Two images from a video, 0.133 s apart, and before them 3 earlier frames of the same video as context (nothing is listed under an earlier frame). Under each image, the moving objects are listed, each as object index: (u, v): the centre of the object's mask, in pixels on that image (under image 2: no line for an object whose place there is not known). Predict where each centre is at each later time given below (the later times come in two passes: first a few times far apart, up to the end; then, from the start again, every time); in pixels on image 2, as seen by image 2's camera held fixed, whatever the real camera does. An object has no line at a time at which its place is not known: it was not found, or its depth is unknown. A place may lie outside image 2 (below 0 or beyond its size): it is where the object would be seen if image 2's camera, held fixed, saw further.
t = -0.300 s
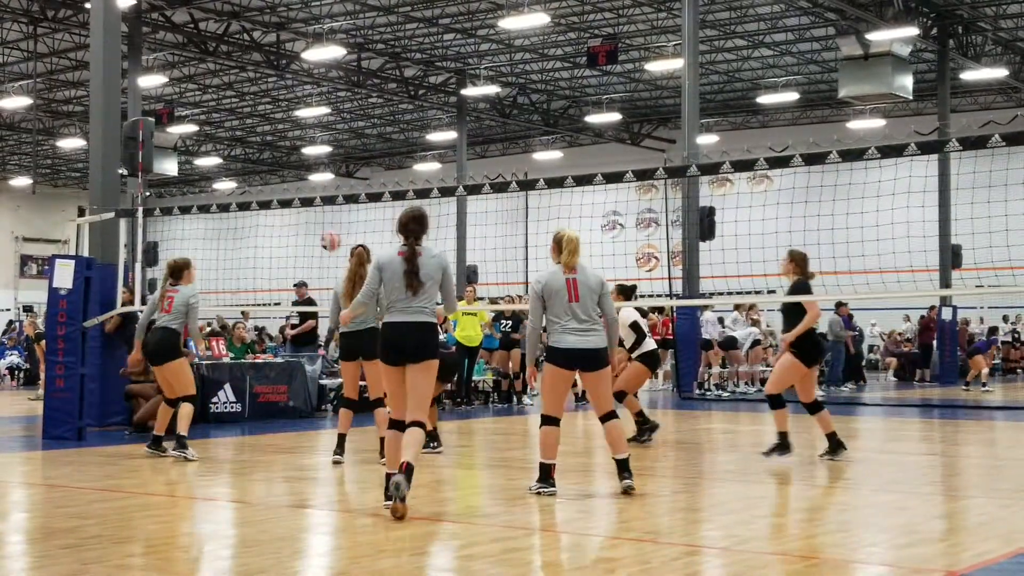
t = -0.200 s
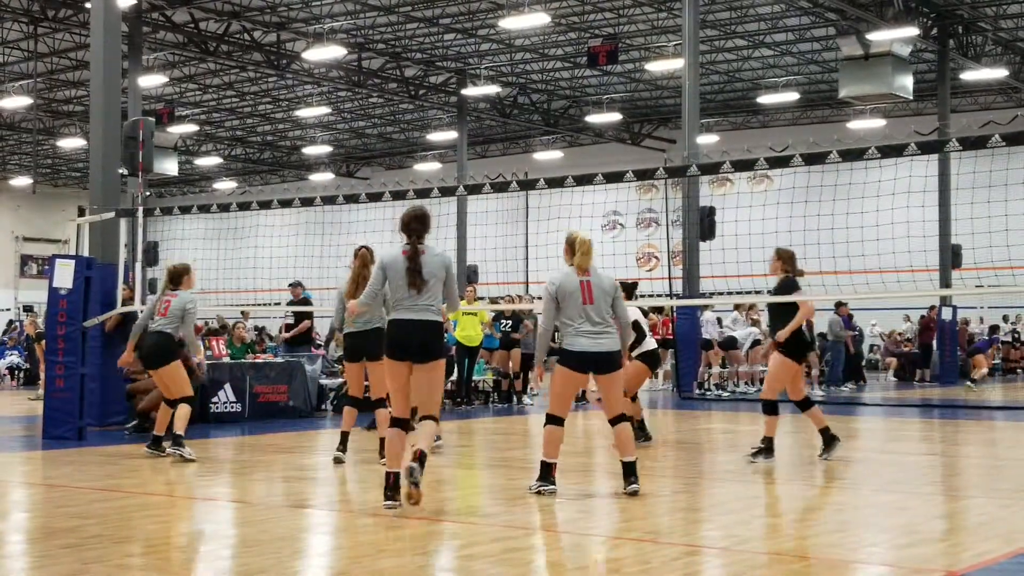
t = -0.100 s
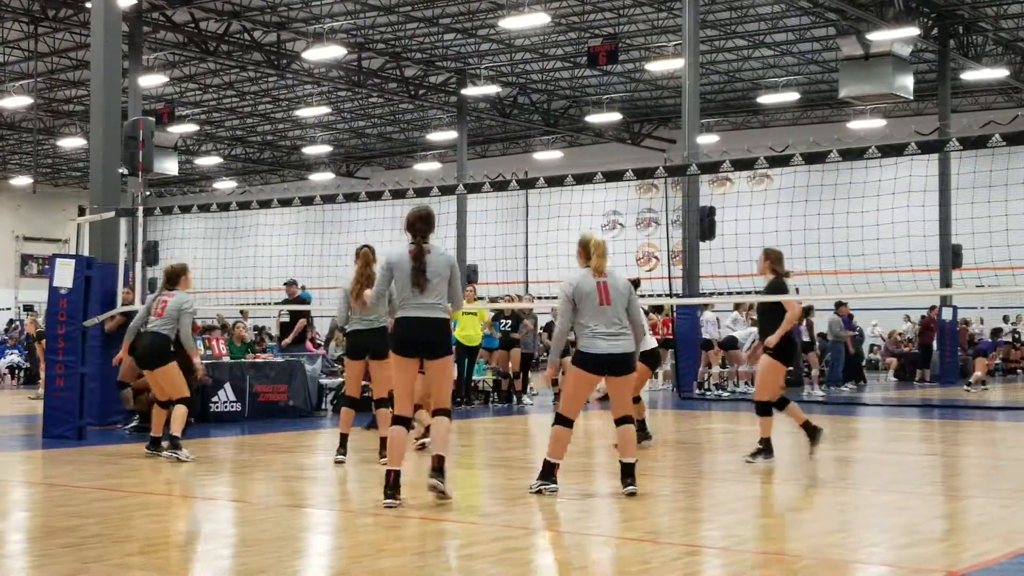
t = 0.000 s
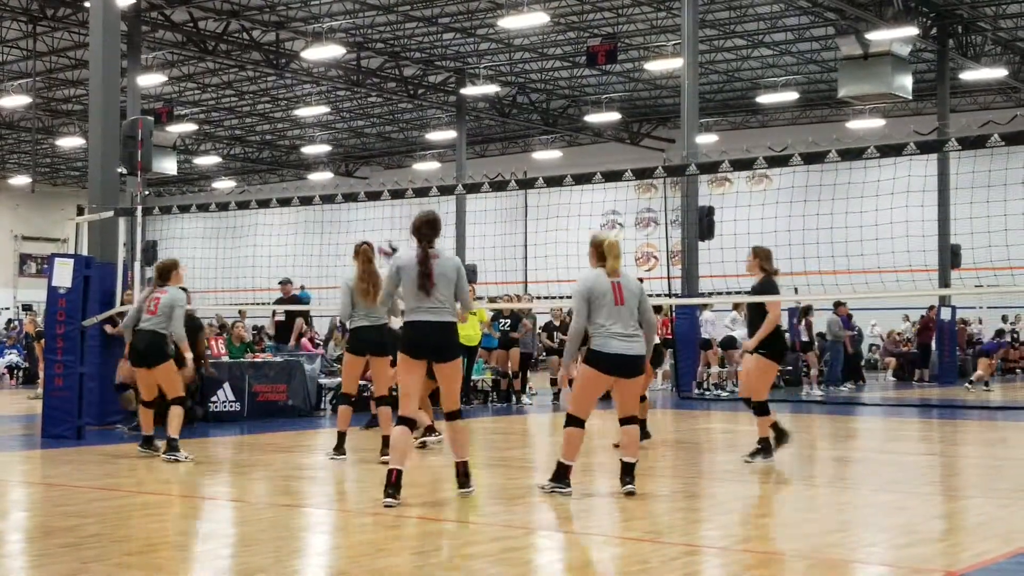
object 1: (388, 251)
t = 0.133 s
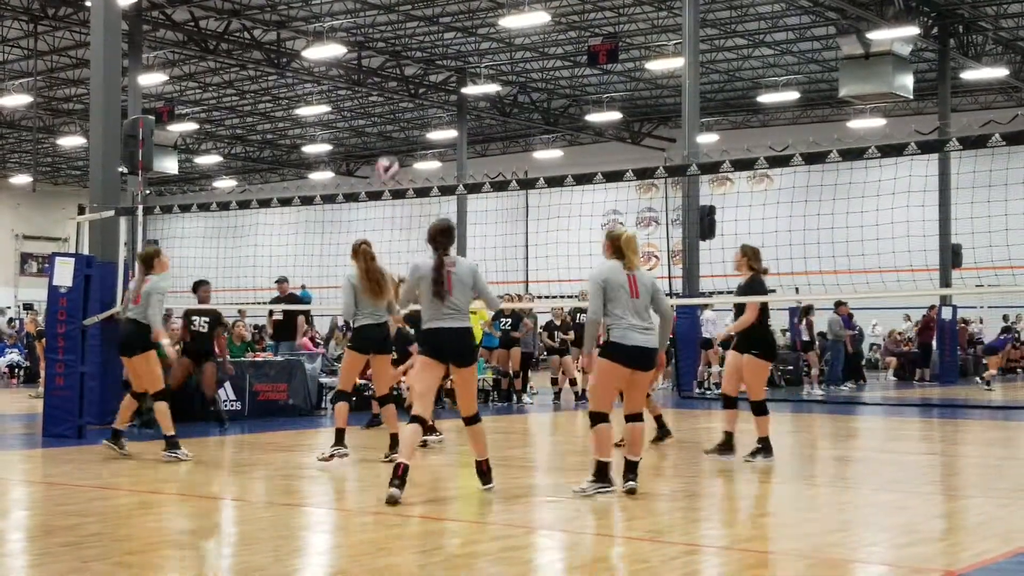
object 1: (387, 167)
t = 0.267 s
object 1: (387, 106)
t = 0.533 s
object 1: (388, 27)
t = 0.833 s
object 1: (387, 46)
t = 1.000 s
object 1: (388, 123)
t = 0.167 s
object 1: (387, 152)
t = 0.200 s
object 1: (387, 136)
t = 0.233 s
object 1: (387, 121)
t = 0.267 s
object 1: (387, 106)
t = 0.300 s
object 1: (386, 92)
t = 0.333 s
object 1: (386, 79)
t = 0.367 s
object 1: (387, 67)
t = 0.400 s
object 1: (387, 56)
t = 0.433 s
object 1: (387, 47)
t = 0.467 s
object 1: (387, 39)
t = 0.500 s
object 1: (387, 32)
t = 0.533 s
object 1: (388, 27)
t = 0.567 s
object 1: (387, 21)
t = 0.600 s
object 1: (387, 19)
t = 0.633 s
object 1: (387, 18)
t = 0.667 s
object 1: (388, 19)
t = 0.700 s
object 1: (387, 20)
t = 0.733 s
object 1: (387, 24)
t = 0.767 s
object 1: (387, 29)
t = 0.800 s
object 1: (387, 36)
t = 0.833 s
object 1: (387, 46)
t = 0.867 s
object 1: (388, 57)
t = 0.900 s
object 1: (387, 70)
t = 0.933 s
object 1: (388, 85)
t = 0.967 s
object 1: (388, 102)
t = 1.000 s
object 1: (388, 123)
